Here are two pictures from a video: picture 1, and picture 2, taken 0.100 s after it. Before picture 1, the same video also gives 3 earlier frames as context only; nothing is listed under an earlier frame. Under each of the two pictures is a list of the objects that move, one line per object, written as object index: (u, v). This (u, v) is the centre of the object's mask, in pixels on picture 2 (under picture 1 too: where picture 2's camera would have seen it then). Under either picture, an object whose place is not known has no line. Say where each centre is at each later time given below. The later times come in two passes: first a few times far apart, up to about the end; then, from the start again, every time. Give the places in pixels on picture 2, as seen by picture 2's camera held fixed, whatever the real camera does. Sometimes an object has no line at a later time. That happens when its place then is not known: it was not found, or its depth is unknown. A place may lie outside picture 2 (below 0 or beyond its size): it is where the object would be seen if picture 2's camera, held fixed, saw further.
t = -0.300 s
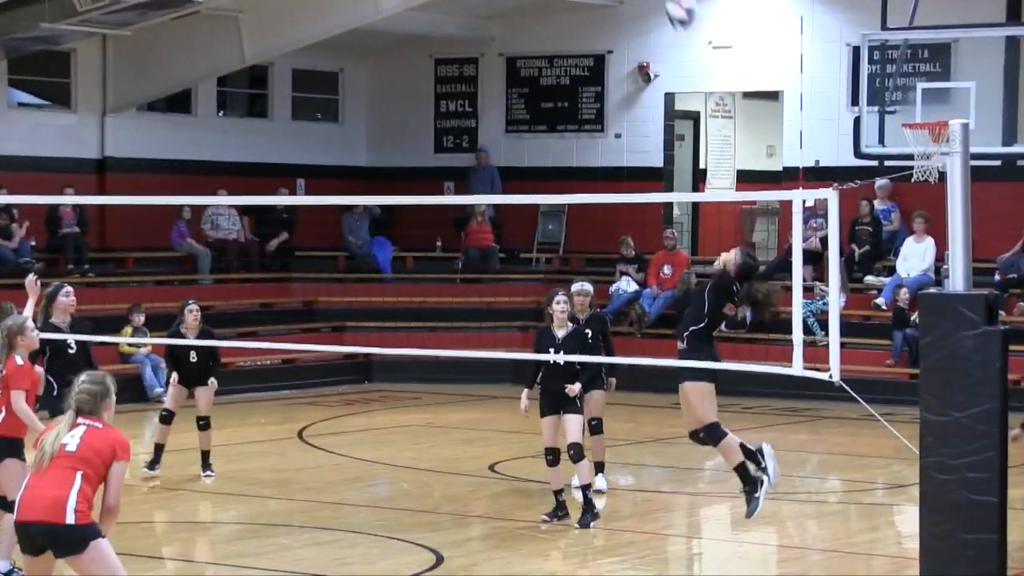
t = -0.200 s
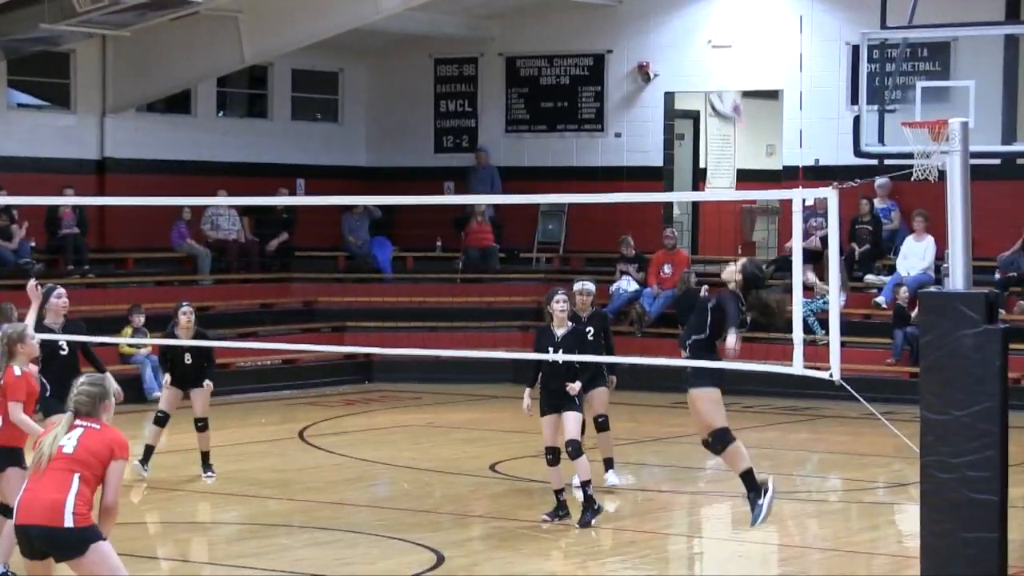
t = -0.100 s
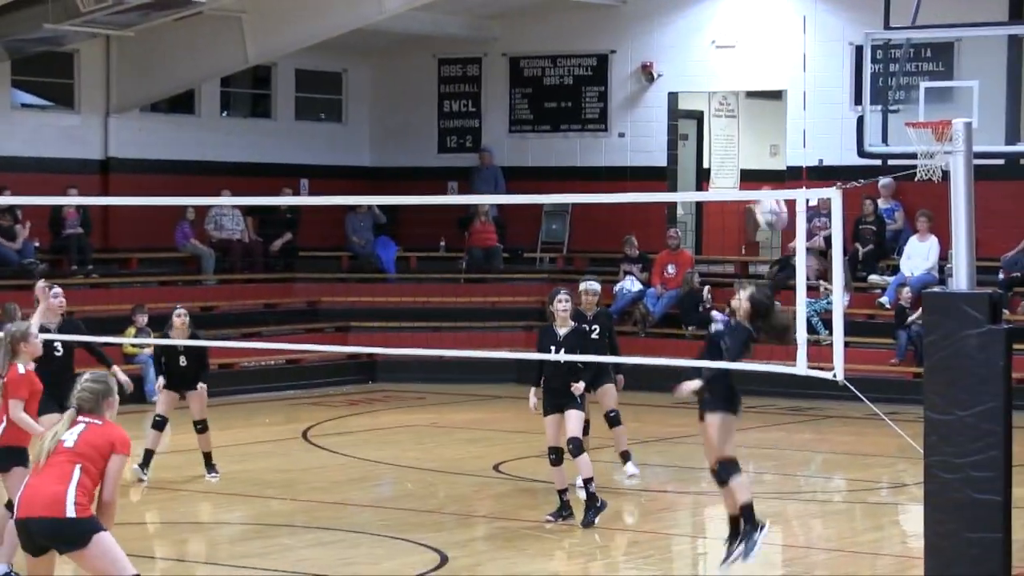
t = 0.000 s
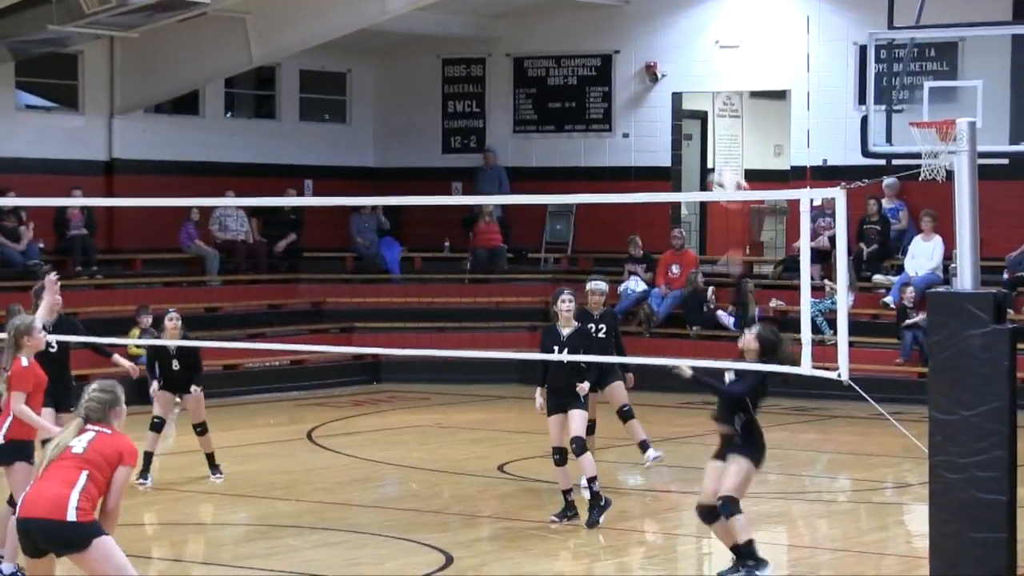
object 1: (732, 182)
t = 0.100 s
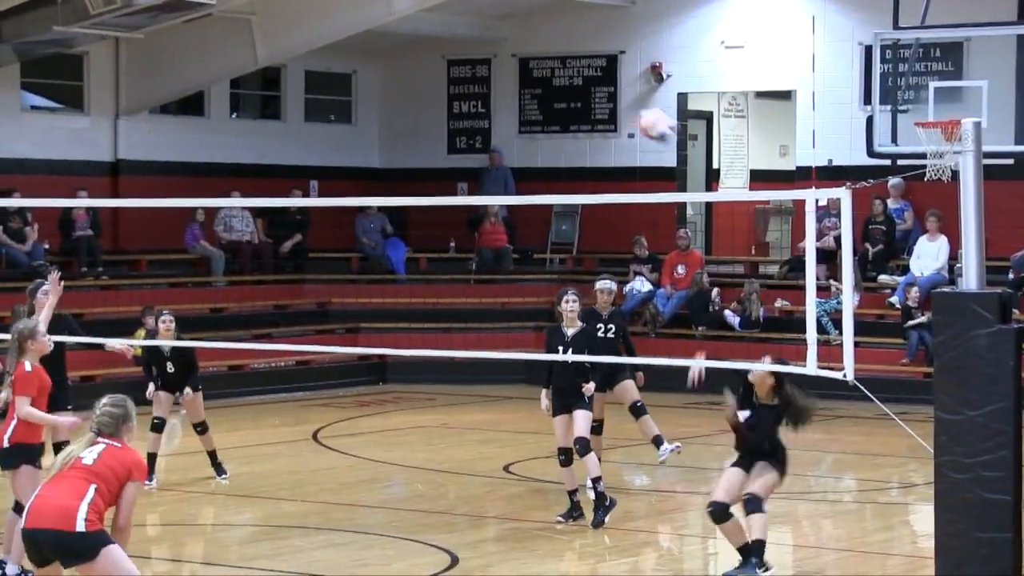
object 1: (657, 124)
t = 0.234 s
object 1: (552, 67)
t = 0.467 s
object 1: (361, 35)
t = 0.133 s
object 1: (631, 107)
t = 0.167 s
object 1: (605, 93)
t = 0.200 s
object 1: (580, 79)
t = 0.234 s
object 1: (552, 67)
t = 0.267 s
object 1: (527, 58)
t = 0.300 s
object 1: (500, 49)
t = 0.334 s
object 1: (473, 42)
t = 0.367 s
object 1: (445, 37)
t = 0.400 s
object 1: (417, 35)
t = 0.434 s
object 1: (388, 33)
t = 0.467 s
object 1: (361, 35)
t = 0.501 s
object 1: (333, 37)
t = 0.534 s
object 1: (304, 43)
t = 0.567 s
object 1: (277, 50)
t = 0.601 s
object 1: (251, 60)
